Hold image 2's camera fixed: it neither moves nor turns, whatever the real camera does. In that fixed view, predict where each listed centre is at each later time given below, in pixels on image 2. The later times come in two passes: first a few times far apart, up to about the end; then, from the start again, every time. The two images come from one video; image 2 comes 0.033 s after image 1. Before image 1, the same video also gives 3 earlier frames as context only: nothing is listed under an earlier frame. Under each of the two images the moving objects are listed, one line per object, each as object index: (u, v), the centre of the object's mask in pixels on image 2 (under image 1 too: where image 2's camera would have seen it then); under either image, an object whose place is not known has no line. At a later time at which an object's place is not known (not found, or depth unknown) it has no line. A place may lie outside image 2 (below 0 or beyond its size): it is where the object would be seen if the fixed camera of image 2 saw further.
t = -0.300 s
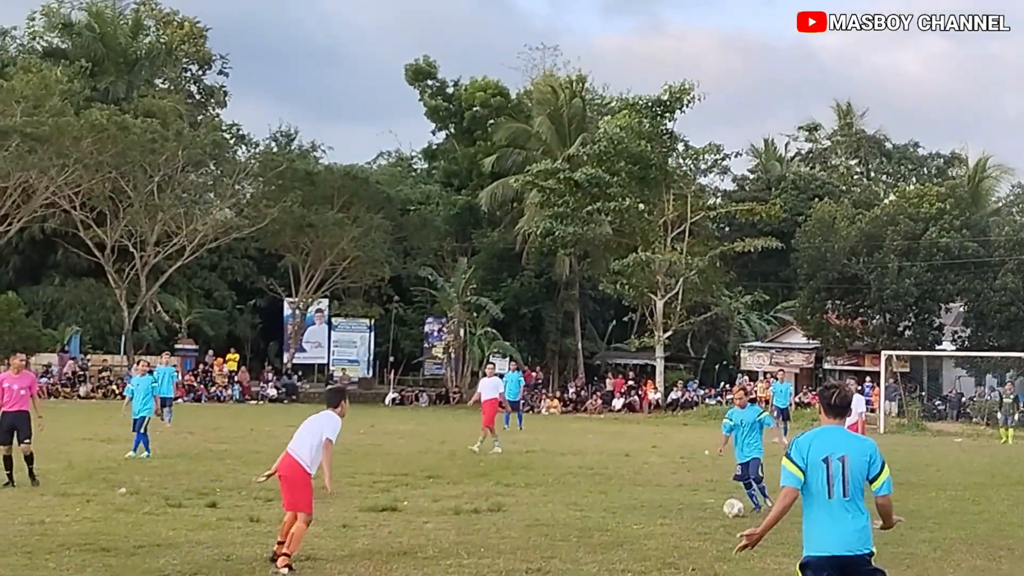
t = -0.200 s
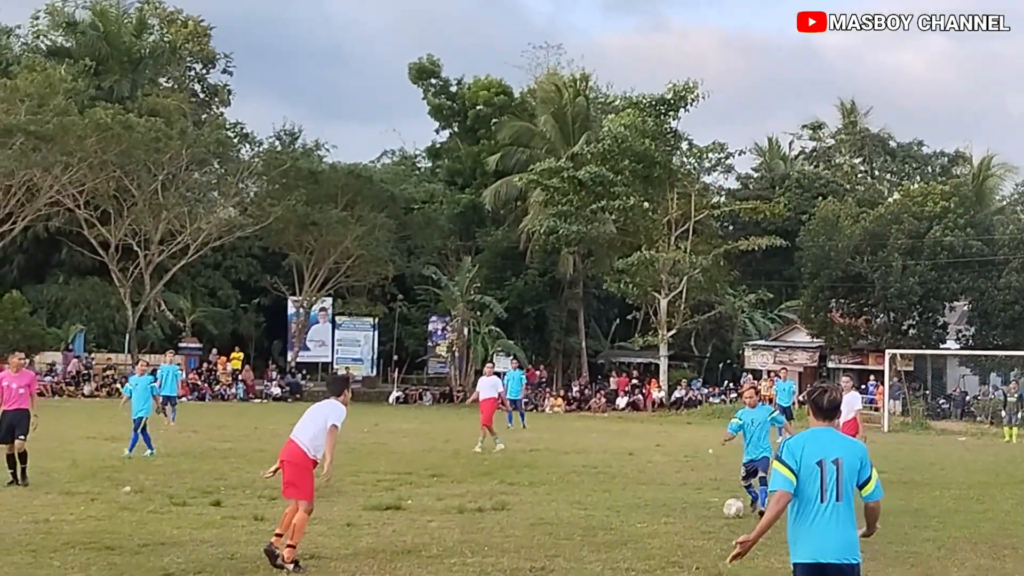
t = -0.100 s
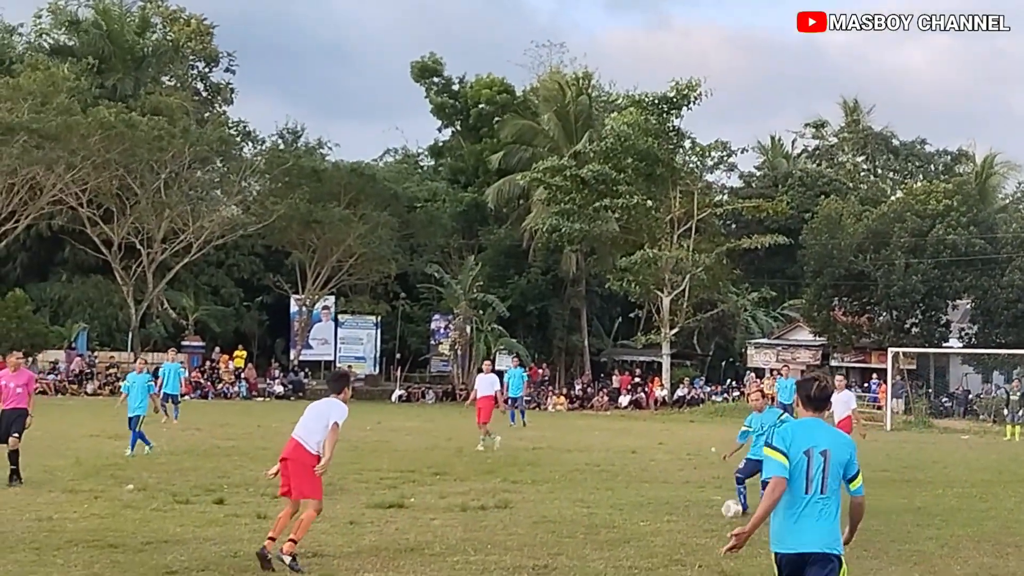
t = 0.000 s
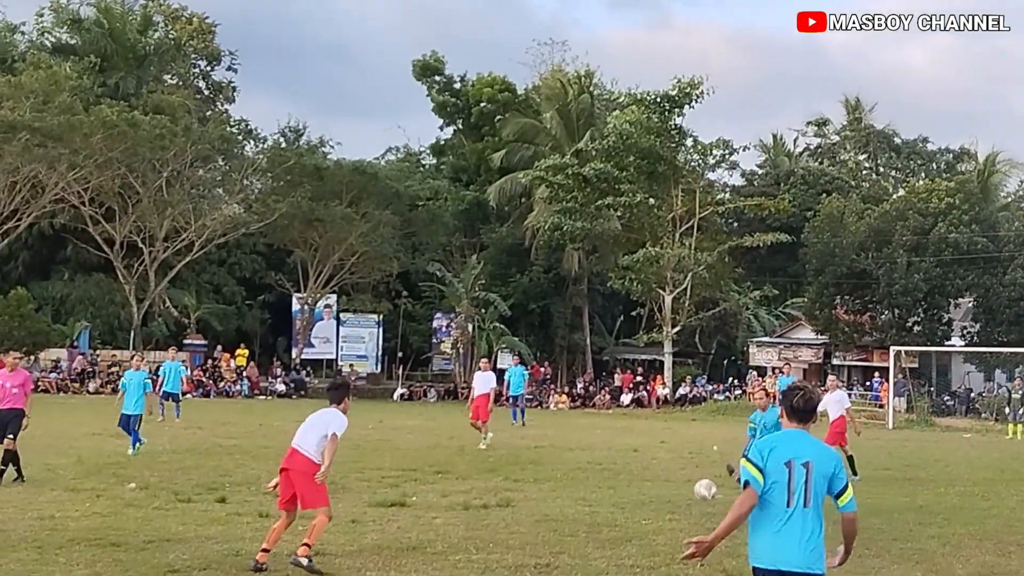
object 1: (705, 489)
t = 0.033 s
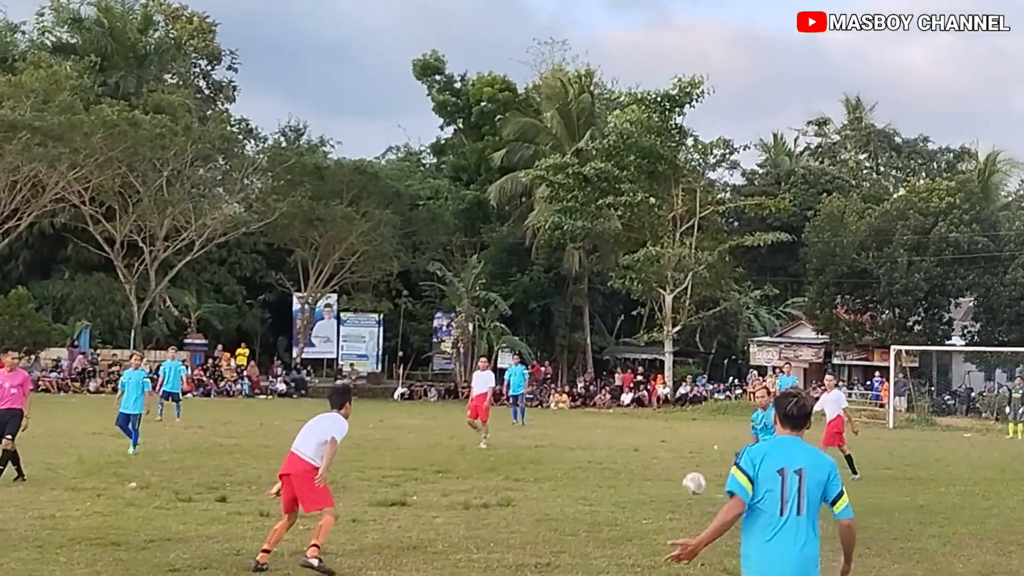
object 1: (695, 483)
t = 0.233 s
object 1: (616, 462)
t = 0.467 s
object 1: (483, 489)
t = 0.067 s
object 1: (682, 479)
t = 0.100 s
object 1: (670, 474)
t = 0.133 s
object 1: (657, 470)
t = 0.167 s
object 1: (644, 466)
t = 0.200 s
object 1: (630, 463)
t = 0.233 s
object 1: (616, 462)
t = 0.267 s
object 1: (600, 462)
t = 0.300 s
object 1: (583, 463)
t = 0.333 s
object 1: (566, 465)
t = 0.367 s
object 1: (548, 466)
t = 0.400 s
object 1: (528, 473)
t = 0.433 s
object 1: (506, 480)
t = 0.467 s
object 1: (483, 489)
